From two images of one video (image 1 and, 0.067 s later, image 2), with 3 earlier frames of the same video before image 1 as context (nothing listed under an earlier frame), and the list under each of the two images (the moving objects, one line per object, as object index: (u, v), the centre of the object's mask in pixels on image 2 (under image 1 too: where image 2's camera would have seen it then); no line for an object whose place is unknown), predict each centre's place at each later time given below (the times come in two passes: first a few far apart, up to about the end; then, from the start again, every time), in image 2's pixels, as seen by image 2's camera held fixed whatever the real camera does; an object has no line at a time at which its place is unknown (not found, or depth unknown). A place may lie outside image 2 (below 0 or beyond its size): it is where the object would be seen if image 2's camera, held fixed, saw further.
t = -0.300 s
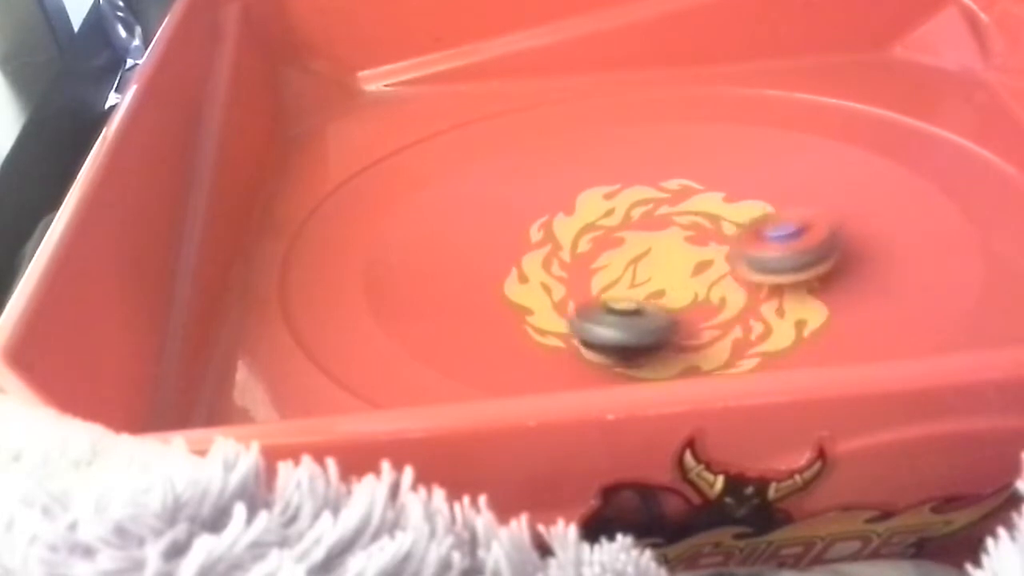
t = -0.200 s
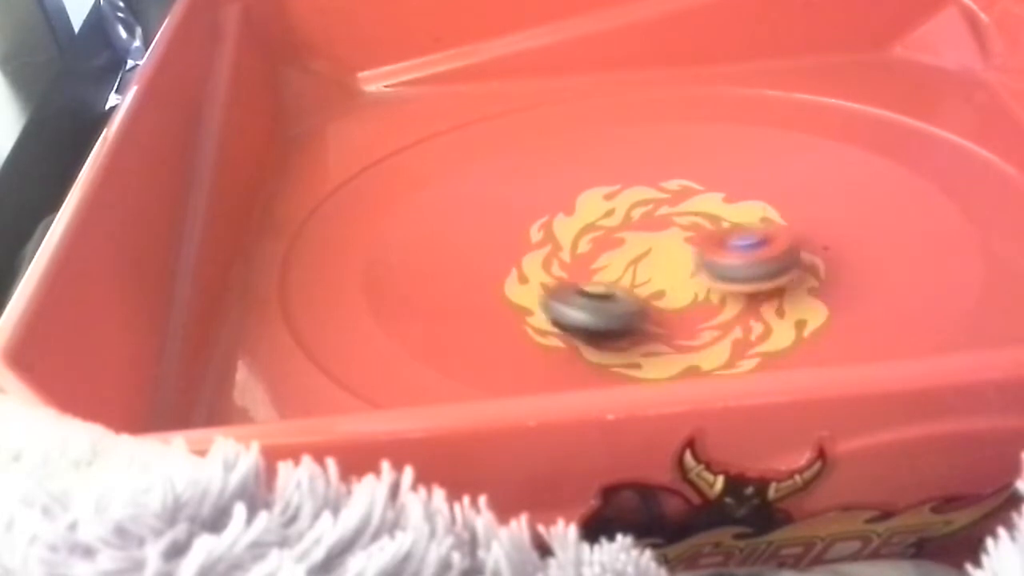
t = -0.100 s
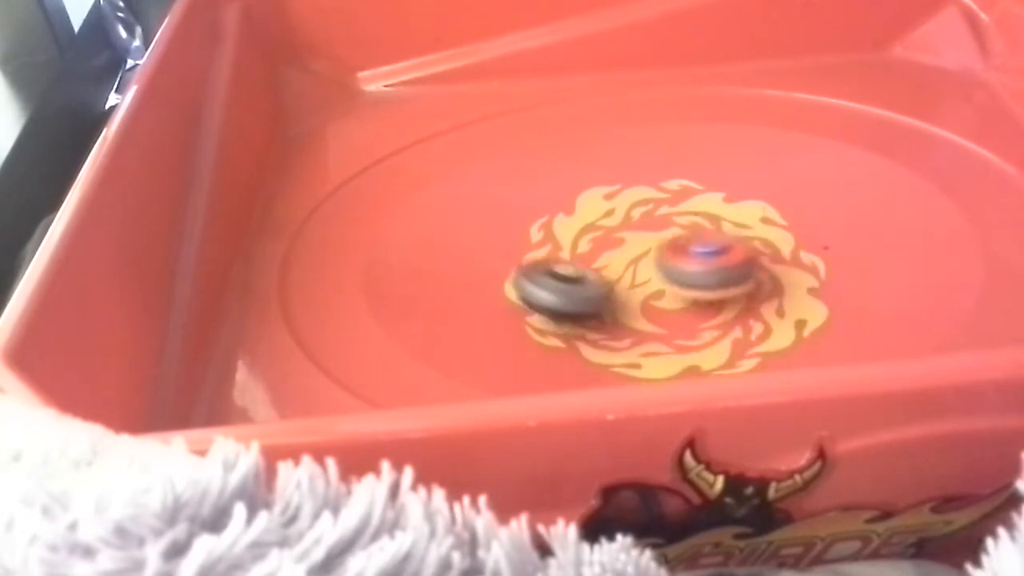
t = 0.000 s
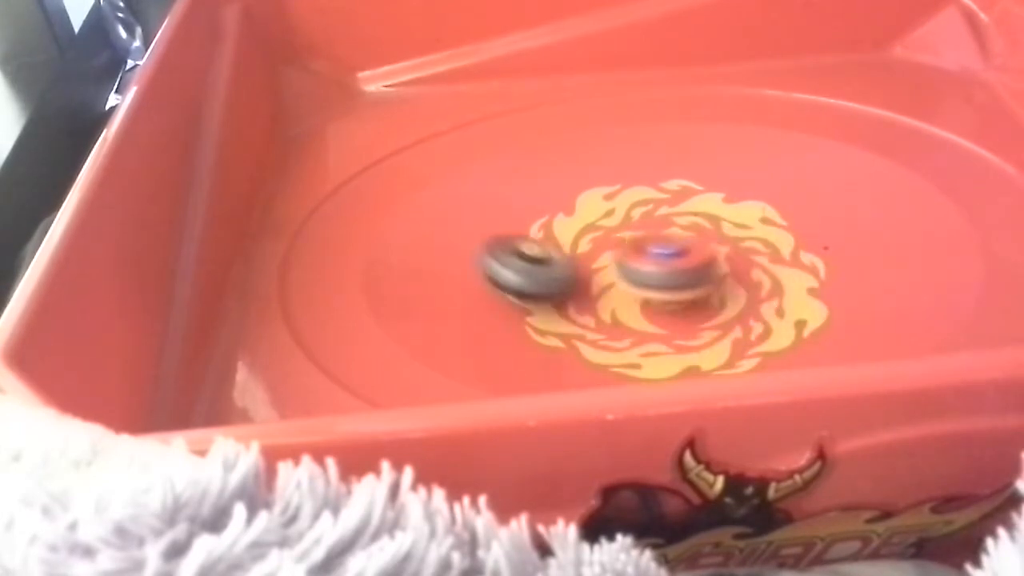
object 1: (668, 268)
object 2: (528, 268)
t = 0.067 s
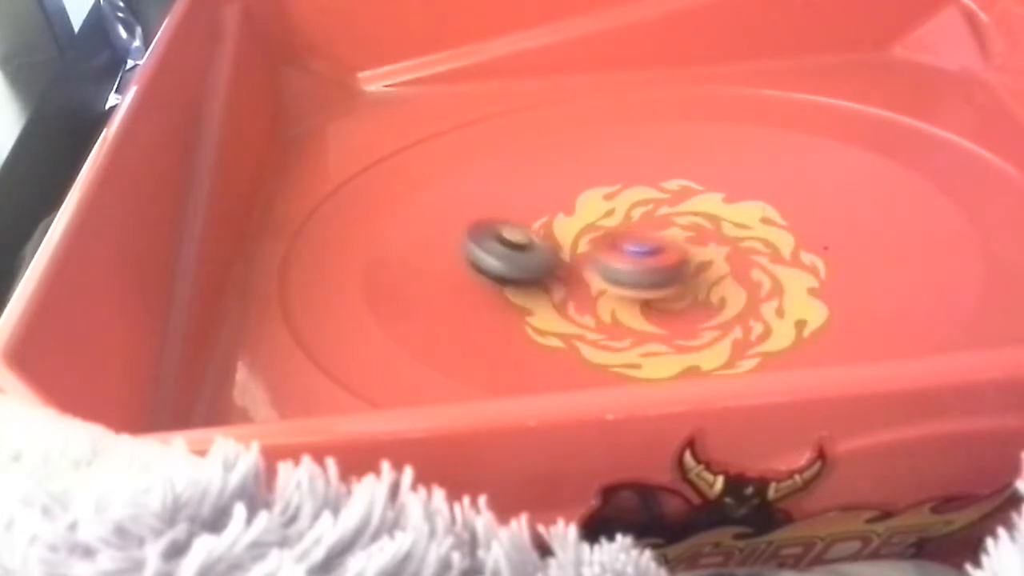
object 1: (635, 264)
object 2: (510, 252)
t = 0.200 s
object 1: (591, 252)
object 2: (494, 227)
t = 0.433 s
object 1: (629, 239)
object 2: (460, 183)
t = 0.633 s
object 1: (654, 212)
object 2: (526, 209)
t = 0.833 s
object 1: (859, 186)
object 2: (478, 210)
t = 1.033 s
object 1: (940, 193)
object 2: (540, 259)
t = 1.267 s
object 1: (921, 238)
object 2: (645, 308)
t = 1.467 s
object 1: (814, 278)
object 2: (739, 334)
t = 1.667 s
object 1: (757, 245)
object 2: (697, 353)
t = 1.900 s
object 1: (714, 249)
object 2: (657, 309)
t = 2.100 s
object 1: (718, 224)
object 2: (571, 283)
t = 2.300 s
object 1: (740, 210)
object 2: (539, 241)
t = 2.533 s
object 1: (746, 216)
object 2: (556, 198)
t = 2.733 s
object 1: (736, 236)
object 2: (611, 194)
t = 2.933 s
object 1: (721, 278)
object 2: (668, 186)
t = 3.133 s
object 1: (695, 302)
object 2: (719, 211)
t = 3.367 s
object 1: (648, 288)
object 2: (777, 262)
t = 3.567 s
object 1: (649, 268)
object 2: (771, 301)
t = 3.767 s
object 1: (673, 259)
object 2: (722, 331)
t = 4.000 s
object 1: (716, 258)
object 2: (638, 316)
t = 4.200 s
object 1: (730, 273)
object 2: (608, 272)
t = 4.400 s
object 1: (714, 285)
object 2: (629, 230)
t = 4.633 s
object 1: (688, 279)
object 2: (701, 207)
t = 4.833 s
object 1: (693, 262)
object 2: (766, 218)
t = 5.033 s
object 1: (663, 261)
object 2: (860, 268)
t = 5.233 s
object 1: (660, 249)
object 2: (869, 290)
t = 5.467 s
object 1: (682, 253)
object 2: (805, 304)
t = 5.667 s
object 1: (666, 233)
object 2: (765, 317)
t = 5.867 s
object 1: (691, 226)
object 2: (662, 299)
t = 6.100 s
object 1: (702, 235)
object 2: (544, 312)
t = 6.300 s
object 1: (691, 243)
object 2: (557, 301)
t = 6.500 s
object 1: (689, 249)
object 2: (602, 272)
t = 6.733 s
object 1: (736, 249)
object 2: (554, 227)
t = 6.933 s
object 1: (736, 249)
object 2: (564, 231)
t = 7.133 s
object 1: (736, 249)
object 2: (575, 234)
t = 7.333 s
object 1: (736, 249)
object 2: (575, 234)
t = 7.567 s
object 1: (736, 249)
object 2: (575, 233)
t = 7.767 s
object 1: (736, 249)
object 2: (575, 233)
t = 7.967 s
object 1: (736, 249)
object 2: (575, 233)
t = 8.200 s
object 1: (736, 249)
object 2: (575, 233)
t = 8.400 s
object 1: (736, 249)
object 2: (575, 234)
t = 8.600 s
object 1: (736, 249)
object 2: (575, 233)
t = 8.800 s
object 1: (736, 249)
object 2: (575, 233)
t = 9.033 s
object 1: (736, 249)
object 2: (575, 233)
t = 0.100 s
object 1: (622, 261)
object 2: (502, 245)
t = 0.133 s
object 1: (612, 260)
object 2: (497, 238)
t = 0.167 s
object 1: (599, 256)
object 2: (496, 232)
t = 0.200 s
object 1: (591, 252)
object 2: (494, 227)
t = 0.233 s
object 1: (599, 253)
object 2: (483, 216)
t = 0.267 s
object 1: (611, 255)
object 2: (468, 206)
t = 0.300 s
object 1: (619, 255)
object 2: (461, 197)
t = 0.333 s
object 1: (622, 254)
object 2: (458, 190)
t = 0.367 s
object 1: (624, 250)
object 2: (456, 186)
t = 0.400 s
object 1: (626, 245)
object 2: (458, 183)
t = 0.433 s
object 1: (629, 239)
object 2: (460, 183)
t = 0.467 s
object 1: (633, 233)
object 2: (466, 184)
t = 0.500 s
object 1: (637, 228)
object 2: (474, 187)
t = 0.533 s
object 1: (642, 225)
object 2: (484, 192)
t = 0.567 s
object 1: (645, 221)
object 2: (495, 198)
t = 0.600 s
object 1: (650, 216)
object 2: (509, 205)
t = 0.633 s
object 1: (654, 212)
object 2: (526, 209)
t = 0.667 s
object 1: (657, 208)
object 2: (545, 213)
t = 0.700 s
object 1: (662, 204)
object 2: (564, 216)
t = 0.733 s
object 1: (713, 209)
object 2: (548, 215)
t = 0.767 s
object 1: (775, 198)
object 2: (515, 211)
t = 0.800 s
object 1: (820, 192)
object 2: (493, 210)
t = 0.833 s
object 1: (859, 186)
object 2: (478, 210)
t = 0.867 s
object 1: (887, 183)
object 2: (473, 214)
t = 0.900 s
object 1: (909, 183)
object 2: (481, 222)
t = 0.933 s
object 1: (925, 186)
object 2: (492, 231)
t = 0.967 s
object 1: (933, 188)
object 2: (506, 241)
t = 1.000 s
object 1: (937, 190)
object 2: (523, 250)
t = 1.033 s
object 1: (940, 193)
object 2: (540, 259)
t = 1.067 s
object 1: (942, 198)
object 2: (555, 266)
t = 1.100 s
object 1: (943, 202)
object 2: (570, 273)
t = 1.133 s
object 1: (942, 209)
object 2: (587, 279)
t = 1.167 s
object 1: (939, 216)
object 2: (601, 287)
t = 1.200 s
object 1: (935, 224)
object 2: (616, 295)
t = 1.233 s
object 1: (929, 231)
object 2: (633, 301)
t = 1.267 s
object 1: (921, 238)
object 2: (645, 308)
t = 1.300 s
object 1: (911, 245)
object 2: (660, 317)
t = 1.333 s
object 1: (898, 251)
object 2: (675, 324)
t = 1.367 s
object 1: (883, 257)
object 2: (691, 329)
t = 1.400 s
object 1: (861, 265)
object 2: (707, 332)
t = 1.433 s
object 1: (836, 274)
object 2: (726, 334)
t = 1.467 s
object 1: (814, 278)
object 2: (739, 334)
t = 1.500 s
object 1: (792, 278)
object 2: (739, 339)
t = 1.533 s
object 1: (781, 272)
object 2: (726, 346)
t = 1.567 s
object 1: (776, 263)
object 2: (714, 350)
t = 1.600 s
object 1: (771, 255)
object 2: (706, 352)
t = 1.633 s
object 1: (763, 249)
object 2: (702, 352)
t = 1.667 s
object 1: (757, 245)
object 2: (697, 353)
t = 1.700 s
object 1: (753, 244)
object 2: (691, 351)
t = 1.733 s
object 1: (749, 245)
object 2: (686, 348)
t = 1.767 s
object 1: (742, 247)
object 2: (681, 343)
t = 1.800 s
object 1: (735, 248)
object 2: (675, 334)
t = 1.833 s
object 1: (727, 249)
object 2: (670, 325)
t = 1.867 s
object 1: (721, 249)
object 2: (662, 315)
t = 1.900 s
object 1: (714, 249)
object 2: (657, 309)
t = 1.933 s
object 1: (713, 245)
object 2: (643, 303)
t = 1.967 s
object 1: (715, 240)
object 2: (622, 301)
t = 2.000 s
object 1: (714, 235)
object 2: (606, 300)
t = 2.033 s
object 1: (715, 231)
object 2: (593, 295)
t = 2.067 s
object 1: (716, 228)
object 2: (581, 289)
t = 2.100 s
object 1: (718, 224)
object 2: (571, 283)
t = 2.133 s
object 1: (720, 222)
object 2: (562, 277)
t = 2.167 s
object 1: (722, 217)
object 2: (555, 270)
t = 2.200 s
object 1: (725, 216)
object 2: (548, 263)
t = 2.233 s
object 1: (731, 214)
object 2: (544, 256)
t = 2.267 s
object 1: (736, 211)
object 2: (541, 248)
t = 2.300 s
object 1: (740, 210)
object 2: (539, 241)
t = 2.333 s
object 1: (743, 209)
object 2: (539, 234)
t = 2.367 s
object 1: (745, 208)
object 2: (539, 227)
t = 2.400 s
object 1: (746, 207)
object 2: (540, 219)
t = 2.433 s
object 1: (747, 208)
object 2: (542, 212)
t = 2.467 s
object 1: (747, 210)
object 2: (546, 206)
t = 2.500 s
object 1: (748, 212)
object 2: (551, 201)
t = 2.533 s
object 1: (746, 216)
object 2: (556, 198)
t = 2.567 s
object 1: (744, 219)
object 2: (563, 194)
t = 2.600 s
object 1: (744, 222)
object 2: (572, 193)
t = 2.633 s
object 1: (742, 226)
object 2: (580, 193)
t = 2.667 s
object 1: (742, 229)
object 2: (588, 192)
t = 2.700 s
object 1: (739, 233)
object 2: (598, 193)
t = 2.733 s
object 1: (736, 236)
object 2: (611, 194)
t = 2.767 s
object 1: (730, 238)
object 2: (622, 196)
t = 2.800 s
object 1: (724, 241)
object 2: (634, 197)
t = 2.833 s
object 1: (721, 244)
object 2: (645, 201)
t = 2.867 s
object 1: (718, 247)
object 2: (654, 200)
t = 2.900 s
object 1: (722, 265)
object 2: (661, 190)
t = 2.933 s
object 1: (721, 278)
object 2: (668, 186)
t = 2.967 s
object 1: (721, 287)
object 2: (677, 183)
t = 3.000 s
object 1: (717, 291)
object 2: (687, 187)
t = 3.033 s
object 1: (711, 295)
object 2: (696, 193)
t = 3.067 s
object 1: (704, 296)
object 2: (703, 199)
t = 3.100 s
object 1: (701, 297)
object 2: (712, 205)
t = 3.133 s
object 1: (695, 302)
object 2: (719, 211)
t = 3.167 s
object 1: (690, 301)
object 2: (726, 218)
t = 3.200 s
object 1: (686, 296)
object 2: (732, 225)
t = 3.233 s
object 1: (683, 295)
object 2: (738, 233)
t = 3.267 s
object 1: (679, 292)
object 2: (745, 240)
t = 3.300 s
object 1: (674, 289)
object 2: (752, 248)
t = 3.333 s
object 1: (659, 287)
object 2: (766, 257)
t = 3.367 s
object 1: (648, 288)
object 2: (777, 262)
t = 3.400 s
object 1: (641, 285)
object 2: (782, 267)
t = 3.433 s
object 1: (643, 279)
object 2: (784, 275)
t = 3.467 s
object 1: (643, 274)
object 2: (783, 282)
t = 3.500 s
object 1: (645, 272)
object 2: (781, 290)
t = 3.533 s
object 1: (648, 271)
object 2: (777, 295)
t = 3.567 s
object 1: (649, 268)
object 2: (771, 301)
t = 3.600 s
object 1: (652, 267)
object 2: (765, 309)
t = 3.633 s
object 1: (659, 266)
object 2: (756, 312)
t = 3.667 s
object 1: (664, 266)
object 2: (745, 318)
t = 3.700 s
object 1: (669, 266)
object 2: (735, 321)
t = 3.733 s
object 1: (670, 261)
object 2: (729, 325)
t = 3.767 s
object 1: (673, 259)
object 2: (722, 331)
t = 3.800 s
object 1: (679, 257)
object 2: (711, 332)
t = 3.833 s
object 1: (684, 257)
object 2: (696, 330)
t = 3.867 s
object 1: (692, 258)
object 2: (683, 326)
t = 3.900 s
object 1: (696, 260)
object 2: (673, 323)
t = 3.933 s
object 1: (701, 258)
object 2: (659, 324)
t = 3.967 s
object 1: (710, 256)
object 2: (646, 320)
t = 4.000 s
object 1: (716, 258)
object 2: (638, 316)
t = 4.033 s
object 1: (720, 260)
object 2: (632, 310)
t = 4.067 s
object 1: (721, 262)
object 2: (624, 303)
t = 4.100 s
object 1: (725, 264)
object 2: (618, 295)
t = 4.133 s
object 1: (727, 267)
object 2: (614, 289)
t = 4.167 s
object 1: (730, 269)
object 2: (610, 280)
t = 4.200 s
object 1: (730, 273)
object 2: (608, 272)
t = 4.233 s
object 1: (729, 277)
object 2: (608, 265)
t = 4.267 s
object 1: (728, 277)
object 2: (608, 257)
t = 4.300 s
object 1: (727, 279)
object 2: (610, 250)
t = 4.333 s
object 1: (723, 282)
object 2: (615, 244)
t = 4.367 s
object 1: (720, 284)
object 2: (620, 237)
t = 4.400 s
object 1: (714, 285)
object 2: (629, 230)
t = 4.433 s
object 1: (710, 286)
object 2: (636, 224)
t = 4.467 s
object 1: (708, 285)
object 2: (645, 220)
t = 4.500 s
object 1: (702, 286)
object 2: (654, 215)
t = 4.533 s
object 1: (700, 285)
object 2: (665, 212)
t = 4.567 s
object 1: (695, 282)
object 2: (676, 209)
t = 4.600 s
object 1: (692, 282)
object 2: (688, 208)
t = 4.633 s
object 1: (688, 279)
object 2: (701, 207)
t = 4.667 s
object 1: (687, 275)
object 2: (713, 207)
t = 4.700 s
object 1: (687, 273)
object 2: (725, 207)
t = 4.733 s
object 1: (686, 270)
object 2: (737, 209)
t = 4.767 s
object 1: (687, 267)
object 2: (746, 210)
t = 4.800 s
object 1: (691, 264)
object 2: (758, 214)
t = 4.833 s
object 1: (693, 262)
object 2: (766, 218)
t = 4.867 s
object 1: (697, 259)
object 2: (775, 222)
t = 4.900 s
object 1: (698, 256)
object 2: (786, 229)
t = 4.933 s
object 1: (689, 257)
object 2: (804, 232)
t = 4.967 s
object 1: (679, 260)
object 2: (823, 251)
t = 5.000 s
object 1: (672, 263)
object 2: (842, 254)
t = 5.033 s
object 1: (663, 261)
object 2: (860, 268)
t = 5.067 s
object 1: (662, 260)
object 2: (870, 270)
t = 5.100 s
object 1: (662, 259)
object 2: (876, 279)
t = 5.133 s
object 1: (661, 255)
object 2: (880, 284)
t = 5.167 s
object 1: (660, 253)
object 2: (878, 286)
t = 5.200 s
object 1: (659, 252)
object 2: (875, 288)
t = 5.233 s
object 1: (660, 249)
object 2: (869, 290)
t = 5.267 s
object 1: (661, 249)
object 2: (863, 292)
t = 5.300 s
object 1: (668, 249)
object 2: (856, 296)
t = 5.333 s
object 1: (669, 250)
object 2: (847, 298)
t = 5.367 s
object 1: (675, 251)
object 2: (838, 301)
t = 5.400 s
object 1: (677, 250)
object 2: (828, 303)
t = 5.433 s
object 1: (679, 252)
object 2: (818, 304)
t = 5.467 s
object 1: (682, 253)
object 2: (805, 304)
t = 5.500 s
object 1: (685, 255)
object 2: (792, 303)
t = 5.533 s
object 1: (686, 256)
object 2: (782, 302)
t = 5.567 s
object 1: (679, 246)
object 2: (785, 300)
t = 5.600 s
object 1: (669, 241)
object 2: (786, 311)
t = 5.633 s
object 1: (668, 236)
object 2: (777, 314)
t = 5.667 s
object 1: (666, 233)
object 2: (765, 317)
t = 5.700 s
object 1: (670, 230)
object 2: (752, 317)
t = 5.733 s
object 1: (676, 230)
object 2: (738, 315)
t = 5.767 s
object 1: (679, 226)
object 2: (723, 310)
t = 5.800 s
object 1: (683, 227)
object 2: (703, 301)
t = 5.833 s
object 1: (688, 230)
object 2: (684, 299)
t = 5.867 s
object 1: (691, 226)
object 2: (662, 299)
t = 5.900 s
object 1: (700, 226)
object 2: (634, 305)
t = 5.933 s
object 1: (702, 226)
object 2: (611, 309)
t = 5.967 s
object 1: (705, 228)
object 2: (594, 310)
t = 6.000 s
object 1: (708, 228)
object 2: (573, 311)
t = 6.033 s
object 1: (707, 229)
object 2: (561, 311)
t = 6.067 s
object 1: (704, 232)
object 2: (551, 313)
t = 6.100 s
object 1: (702, 235)
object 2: (544, 312)
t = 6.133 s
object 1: (700, 236)
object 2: (542, 312)
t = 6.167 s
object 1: (698, 238)
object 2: (541, 309)
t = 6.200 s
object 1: (698, 239)
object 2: (543, 309)
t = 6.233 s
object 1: (696, 241)
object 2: (547, 305)
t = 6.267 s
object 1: (694, 242)
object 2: (552, 303)
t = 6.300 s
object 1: (691, 243)
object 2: (557, 301)
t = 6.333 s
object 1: (686, 243)
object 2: (563, 299)
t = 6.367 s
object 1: (685, 244)
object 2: (570, 295)
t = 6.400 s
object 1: (685, 247)
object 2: (577, 290)
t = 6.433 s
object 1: (685, 248)
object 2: (584, 286)
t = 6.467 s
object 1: (686, 249)
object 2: (591, 280)
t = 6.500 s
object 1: (689, 249)
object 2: (602, 272)
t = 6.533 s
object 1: (692, 250)
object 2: (604, 266)
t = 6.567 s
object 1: (711, 248)
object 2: (596, 259)
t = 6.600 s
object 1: (726, 249)
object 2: (583, 250)
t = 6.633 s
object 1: (733, 250)
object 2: (574, 244)
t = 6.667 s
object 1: (736, 250)
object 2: (569, 237)
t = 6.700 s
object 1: (737, 250)
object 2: (560, 231)
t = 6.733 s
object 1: (736, 249)
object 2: (554, 227)
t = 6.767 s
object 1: (736, 249)
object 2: (551, 227)
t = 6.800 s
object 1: (736, 249)
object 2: (552, 228)
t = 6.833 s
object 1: (736, 249)
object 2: (554, 228)
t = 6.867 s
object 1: (736, 249)
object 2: (557, 228)
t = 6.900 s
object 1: (736, 248)
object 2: (560, 228)
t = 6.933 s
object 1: (736, 249)
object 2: (564, 231)
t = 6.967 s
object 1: (736, 249)
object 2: (567, 232)
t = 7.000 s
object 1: (736, 249)
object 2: (569, 233)
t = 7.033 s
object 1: (736, 249)
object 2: (572, 234)
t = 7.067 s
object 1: (736, 249)
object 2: (574, 234)
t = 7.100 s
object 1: (736, 249)
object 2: (574, 234)
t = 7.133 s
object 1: (736, 249)
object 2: (575, 234)
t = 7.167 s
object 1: (736, 249)
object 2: (575, 234)
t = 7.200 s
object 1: (736, 249)
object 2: (575, 234)
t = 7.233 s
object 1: (736, 249)
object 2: (575, 233)
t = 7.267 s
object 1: (736, 249)
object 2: (575, 233)
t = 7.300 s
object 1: (736, 249)
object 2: (575, 233)
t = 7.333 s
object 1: (736, 249)
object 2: (575, 234)
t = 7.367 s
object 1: (736, 249)
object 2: (575, 234)
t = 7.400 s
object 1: (736, 249)
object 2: (575, 233)
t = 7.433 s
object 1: (736, 249)
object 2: (575, 233)
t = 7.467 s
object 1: (736, 249)
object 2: (575, 234)
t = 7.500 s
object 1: (736, 249)
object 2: (575, 234)
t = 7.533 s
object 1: (736, 249)
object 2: (575, 233)
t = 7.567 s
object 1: (736, 249)
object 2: (575, 233)
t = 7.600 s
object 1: (736, 249)
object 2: (575, 234)
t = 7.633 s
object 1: (736, 249)
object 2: (575, 233)
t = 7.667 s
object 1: (736, 249)
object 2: (575, 233)
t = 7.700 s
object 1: (736, 249)
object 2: (575, 233)
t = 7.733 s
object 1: (736, 249)
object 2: (575, 234)
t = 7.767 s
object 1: (736, 249)
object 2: (575, 233)
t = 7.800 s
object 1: (736, 249)
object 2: (575, 234)
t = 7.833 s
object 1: (736, 249)
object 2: (575, 233)
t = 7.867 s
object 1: (736, 249)
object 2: (575, 234)
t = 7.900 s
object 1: (736, 249)
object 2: (575, 234)
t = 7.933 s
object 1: (736, 249)
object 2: (575, 234)
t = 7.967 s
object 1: (736, 249)
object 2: (575, 233)
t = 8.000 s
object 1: (736, 249)
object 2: (575, 233)
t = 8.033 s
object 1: (736, 249)
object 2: (575, 233)
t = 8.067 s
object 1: (736, 249)
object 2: (575, 233)
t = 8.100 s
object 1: (736, 249)
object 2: (575, 233)
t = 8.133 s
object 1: (736, 249)
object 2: (575, 233)
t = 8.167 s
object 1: (736, 249)
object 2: (575, 233)
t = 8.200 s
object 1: (736, 249)
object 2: (575, 233)
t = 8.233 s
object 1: (736, 249)
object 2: (575, 233)
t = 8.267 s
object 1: (736, 249)
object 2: (575, 233)
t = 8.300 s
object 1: (736, 249)
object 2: (575, 234)
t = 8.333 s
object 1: (736, 249)
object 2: (575, 233)
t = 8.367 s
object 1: (736, 249)
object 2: (575, 234)
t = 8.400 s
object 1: (736, 249)
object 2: (575, 234)
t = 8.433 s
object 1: (736, 249)
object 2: (575, 234)
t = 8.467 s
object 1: (736, 249)
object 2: (575, 233)
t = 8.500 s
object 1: (736, 249)
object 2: (575, 233)
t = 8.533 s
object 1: (736, 249)
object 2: (575, 233)
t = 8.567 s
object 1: (736, 249)
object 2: (575, 233)
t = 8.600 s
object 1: (736, 249)
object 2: (575, 233)
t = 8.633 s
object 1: (736, 249)
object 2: (575, 233)
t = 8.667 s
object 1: (736, 249)
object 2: (575, 233)
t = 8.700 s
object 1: (736, 249)
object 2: (575, 233)
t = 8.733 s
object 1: (736, 249)
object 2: (575, 233)
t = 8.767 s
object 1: (736, 249)
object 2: (575, 233)
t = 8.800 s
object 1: (736, 249)
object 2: (575, 233)
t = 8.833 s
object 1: (736, 249)
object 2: (575, 233)
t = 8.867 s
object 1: (736, 249)
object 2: (575, 233)
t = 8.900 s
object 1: (736, 249)
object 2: (575, 233)
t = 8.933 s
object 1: (736, 249)
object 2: (575, 233)
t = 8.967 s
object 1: (736, 249)
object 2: (575, 233)
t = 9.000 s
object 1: (736, 249)
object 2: (575, 233)
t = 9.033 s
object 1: (736, 249)
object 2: (575, 233)
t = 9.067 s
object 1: (736, 249)
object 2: (575, 233)
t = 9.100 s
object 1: (736, 249)
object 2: (575, 233)
